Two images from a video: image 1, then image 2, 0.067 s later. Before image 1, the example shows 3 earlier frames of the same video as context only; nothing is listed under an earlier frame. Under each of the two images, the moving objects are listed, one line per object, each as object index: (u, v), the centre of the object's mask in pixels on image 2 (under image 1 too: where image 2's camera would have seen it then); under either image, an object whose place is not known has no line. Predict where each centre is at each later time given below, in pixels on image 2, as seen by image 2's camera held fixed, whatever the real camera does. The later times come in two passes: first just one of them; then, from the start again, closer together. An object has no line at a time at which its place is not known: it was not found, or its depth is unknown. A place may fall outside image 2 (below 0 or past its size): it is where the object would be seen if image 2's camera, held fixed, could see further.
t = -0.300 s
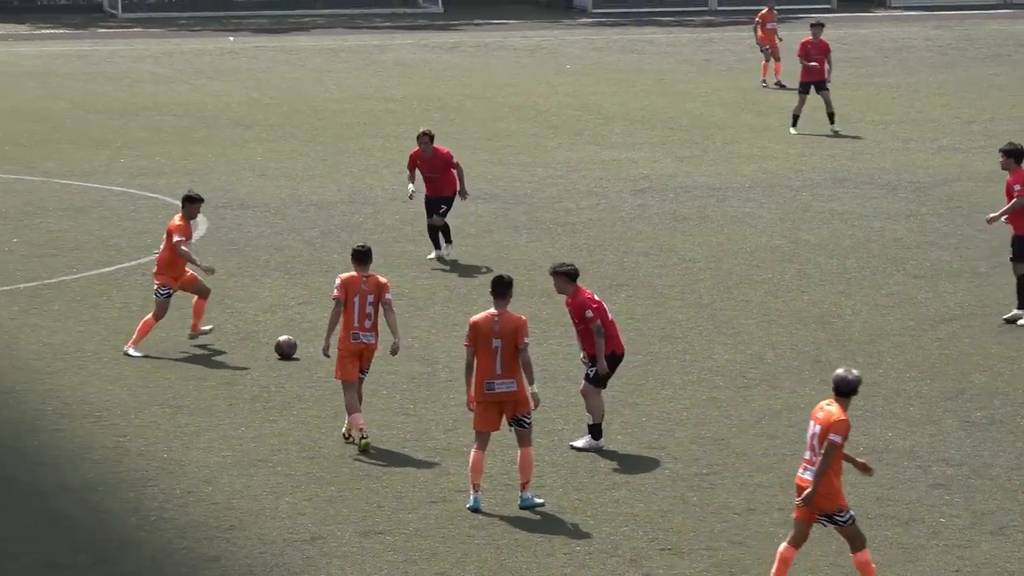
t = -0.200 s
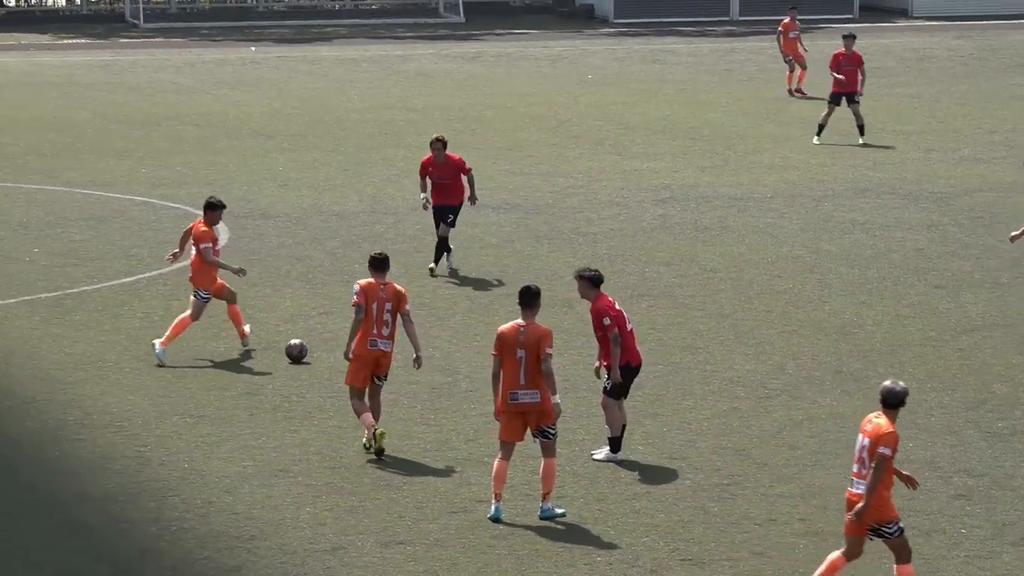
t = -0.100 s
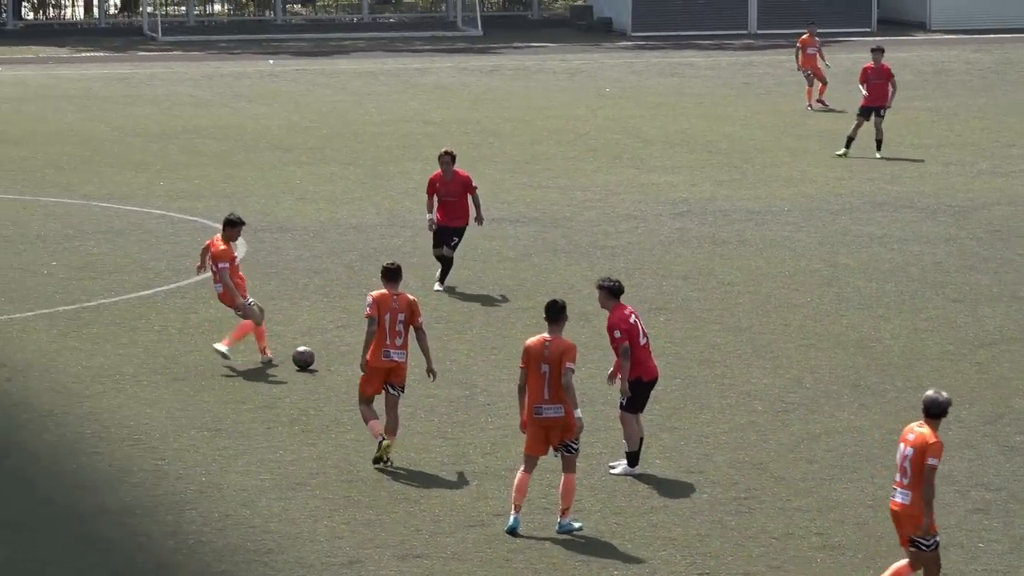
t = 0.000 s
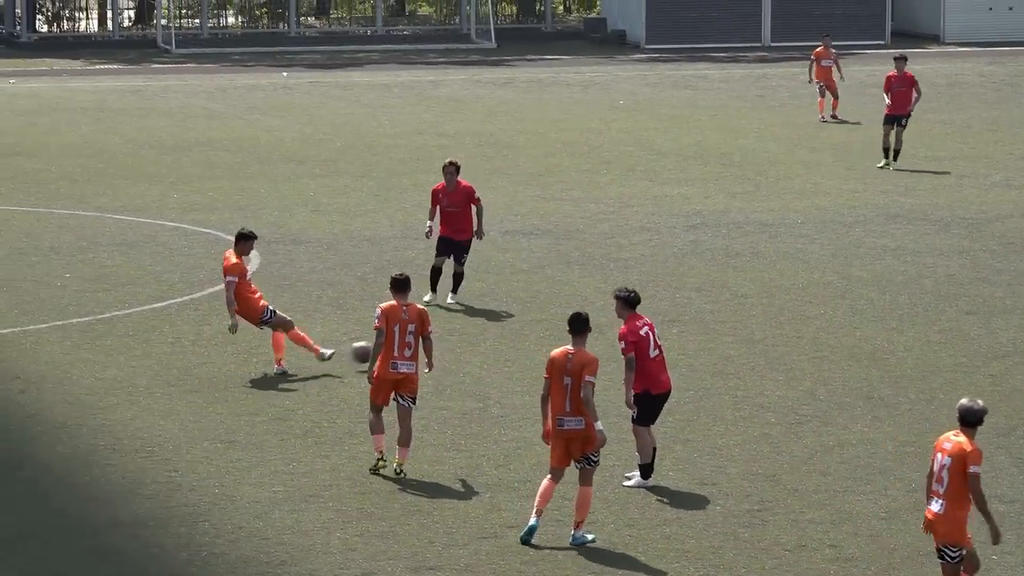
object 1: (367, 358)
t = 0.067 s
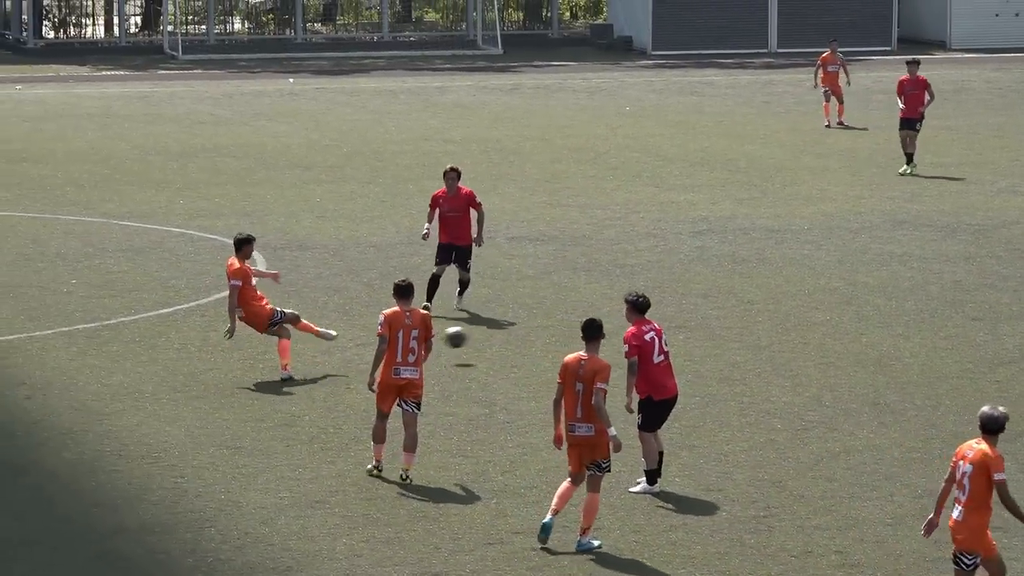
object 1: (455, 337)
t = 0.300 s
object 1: (716, 309)
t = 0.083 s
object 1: (476, 332)
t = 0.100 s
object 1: (497, 328)
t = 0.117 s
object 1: (517, 325)
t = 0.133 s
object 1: (537, 322)
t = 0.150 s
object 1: (556, 320)
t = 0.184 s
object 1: (593, 314)
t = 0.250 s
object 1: (669, 310)
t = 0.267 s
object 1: (683, 309)
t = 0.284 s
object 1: (700, 309)
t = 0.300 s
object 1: (716, 309)
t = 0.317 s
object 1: (731, 310)
